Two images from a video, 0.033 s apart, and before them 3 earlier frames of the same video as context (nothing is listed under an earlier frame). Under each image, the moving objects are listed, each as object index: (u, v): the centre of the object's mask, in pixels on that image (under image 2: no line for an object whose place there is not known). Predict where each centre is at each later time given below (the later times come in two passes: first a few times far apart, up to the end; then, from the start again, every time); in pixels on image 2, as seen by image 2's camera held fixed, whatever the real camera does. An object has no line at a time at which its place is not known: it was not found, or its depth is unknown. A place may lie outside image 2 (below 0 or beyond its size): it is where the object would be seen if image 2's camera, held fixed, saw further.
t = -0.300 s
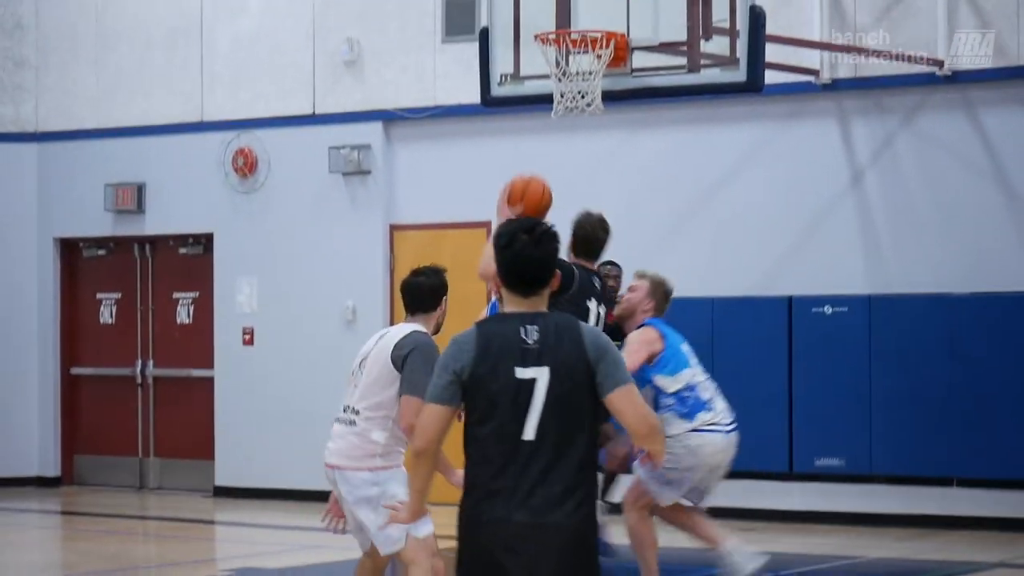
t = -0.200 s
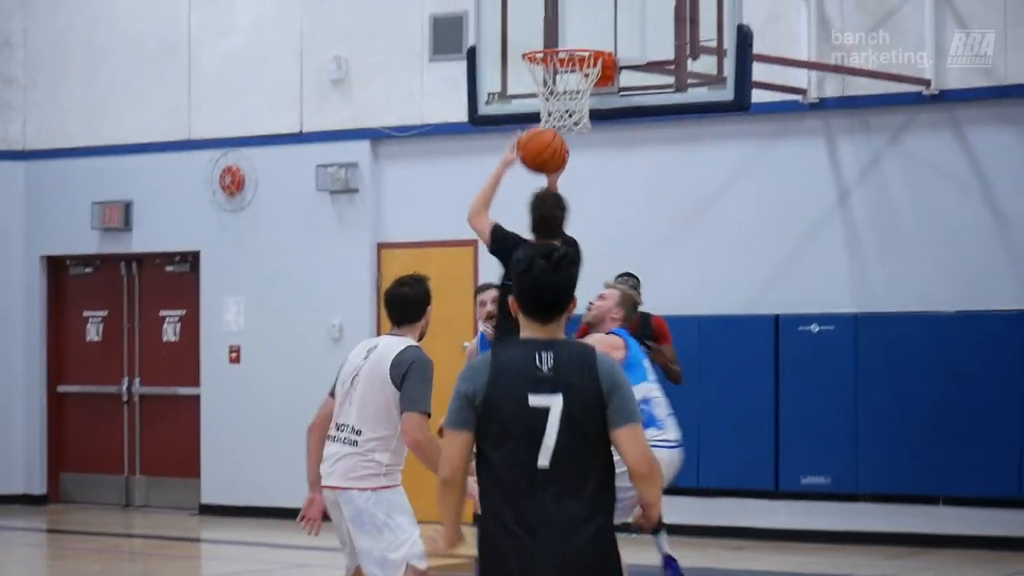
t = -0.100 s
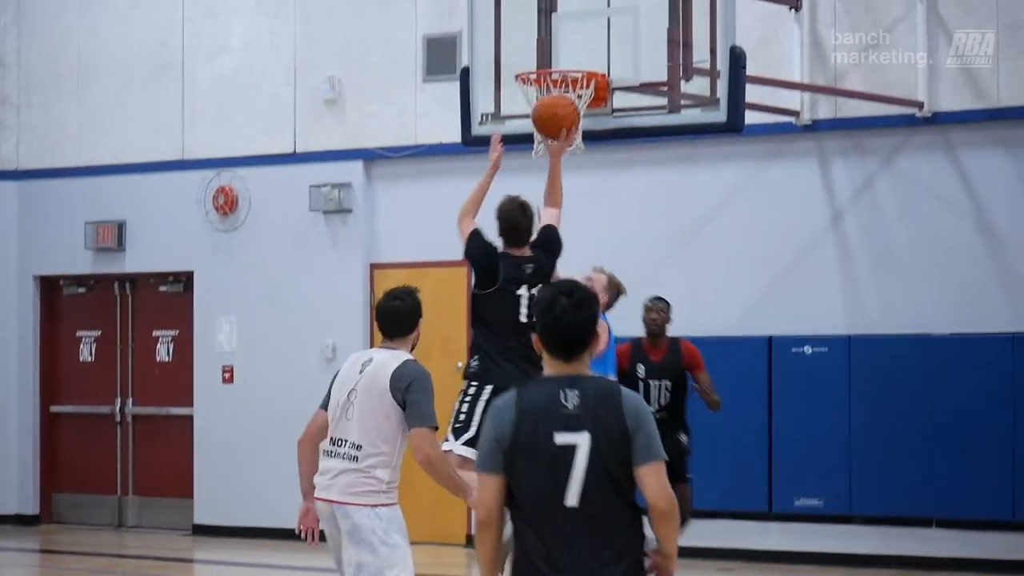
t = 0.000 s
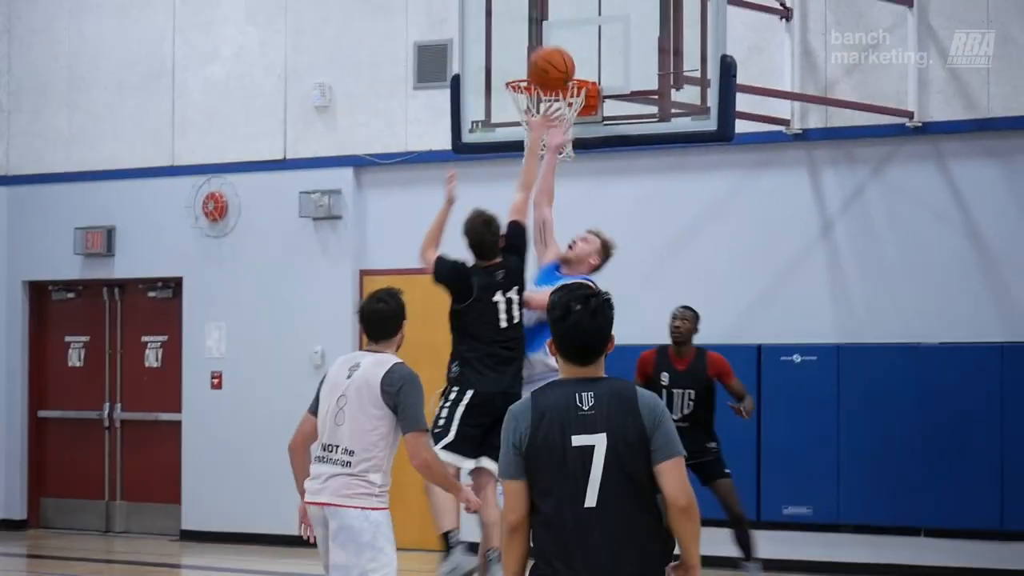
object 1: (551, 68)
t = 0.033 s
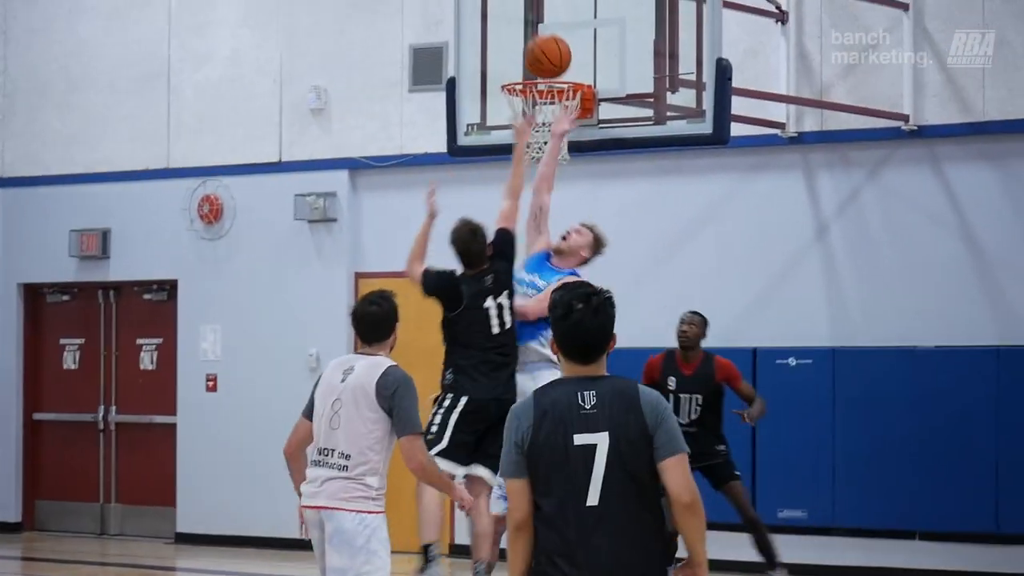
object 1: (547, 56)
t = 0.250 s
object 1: (551, 15)
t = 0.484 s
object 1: (556, 63)
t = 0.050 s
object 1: (547, 50)
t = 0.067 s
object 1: (547, 44)
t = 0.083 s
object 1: (548, 38)
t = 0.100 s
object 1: (549, 34)
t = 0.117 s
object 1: (549, 30)
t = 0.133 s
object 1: (549, 26)
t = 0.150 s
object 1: (549, 23)
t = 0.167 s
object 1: (550, 20)
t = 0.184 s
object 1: (550, 18)
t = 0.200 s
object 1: (550, 17)
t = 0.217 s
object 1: (550, 16)
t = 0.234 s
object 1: (550, 15)
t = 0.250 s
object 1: (551, 15)
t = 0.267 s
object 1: (552, 16)
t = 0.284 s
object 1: (552, 17)
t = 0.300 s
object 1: (552, 18)
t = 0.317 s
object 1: (553, 20)
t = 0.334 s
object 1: (553, 23)
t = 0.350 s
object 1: (553, 25)
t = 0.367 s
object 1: (553, 29)
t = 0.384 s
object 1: (554, 32)
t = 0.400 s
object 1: (554, 37)
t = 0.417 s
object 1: (555, 41)
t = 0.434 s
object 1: (555, 46)
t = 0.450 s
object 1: (556, 52)
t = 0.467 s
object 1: (556, 58)
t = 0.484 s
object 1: (556, 63)
